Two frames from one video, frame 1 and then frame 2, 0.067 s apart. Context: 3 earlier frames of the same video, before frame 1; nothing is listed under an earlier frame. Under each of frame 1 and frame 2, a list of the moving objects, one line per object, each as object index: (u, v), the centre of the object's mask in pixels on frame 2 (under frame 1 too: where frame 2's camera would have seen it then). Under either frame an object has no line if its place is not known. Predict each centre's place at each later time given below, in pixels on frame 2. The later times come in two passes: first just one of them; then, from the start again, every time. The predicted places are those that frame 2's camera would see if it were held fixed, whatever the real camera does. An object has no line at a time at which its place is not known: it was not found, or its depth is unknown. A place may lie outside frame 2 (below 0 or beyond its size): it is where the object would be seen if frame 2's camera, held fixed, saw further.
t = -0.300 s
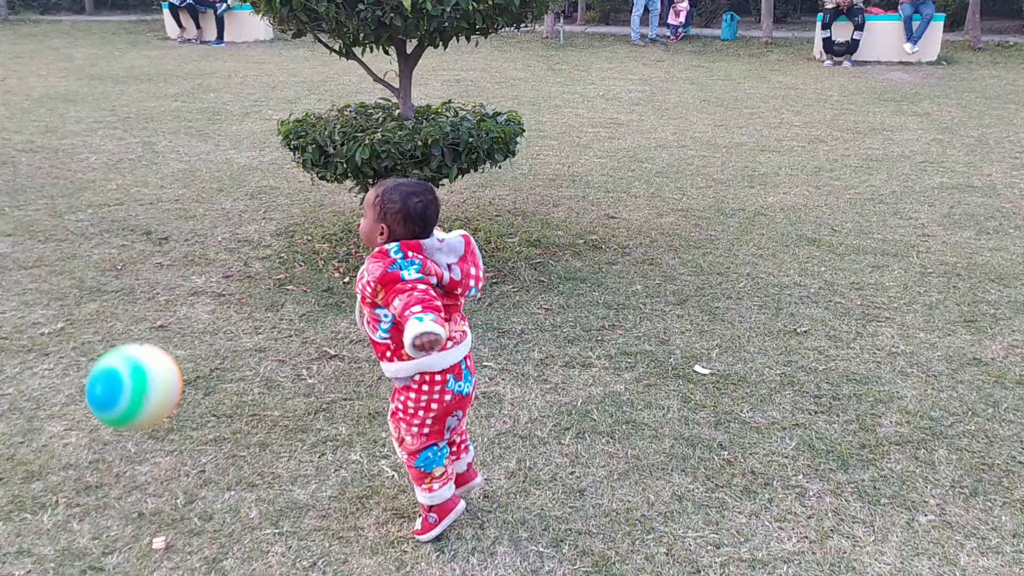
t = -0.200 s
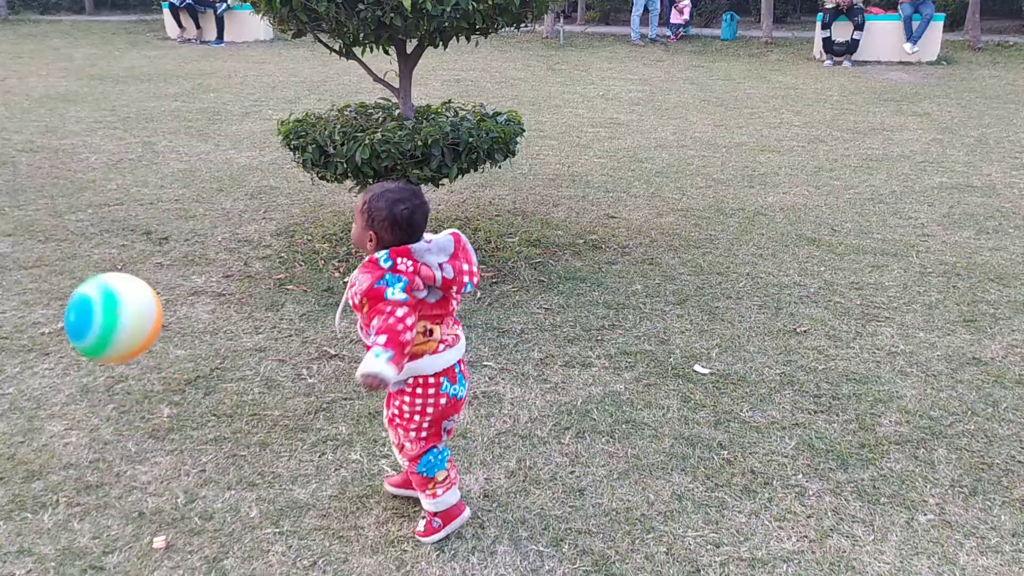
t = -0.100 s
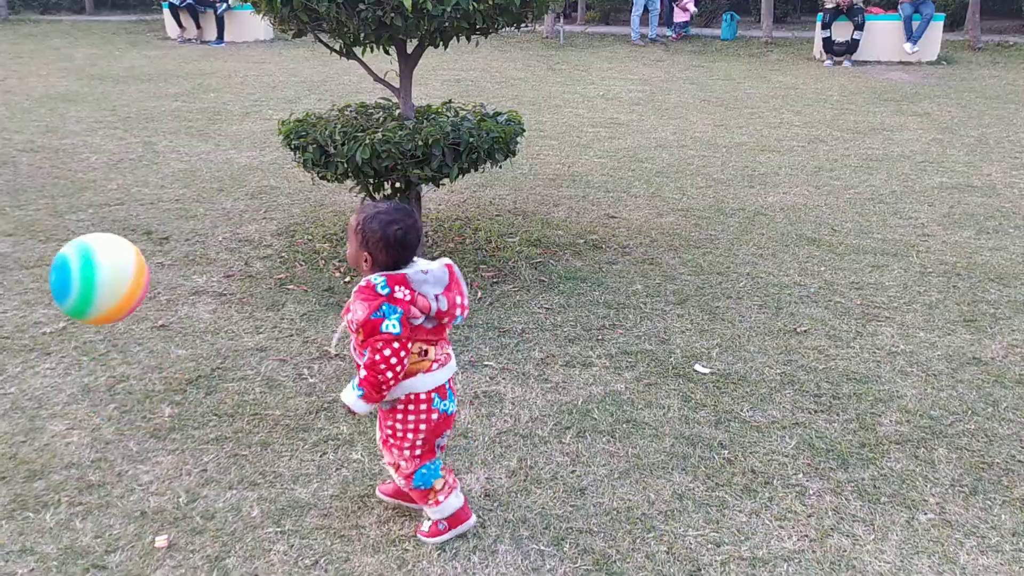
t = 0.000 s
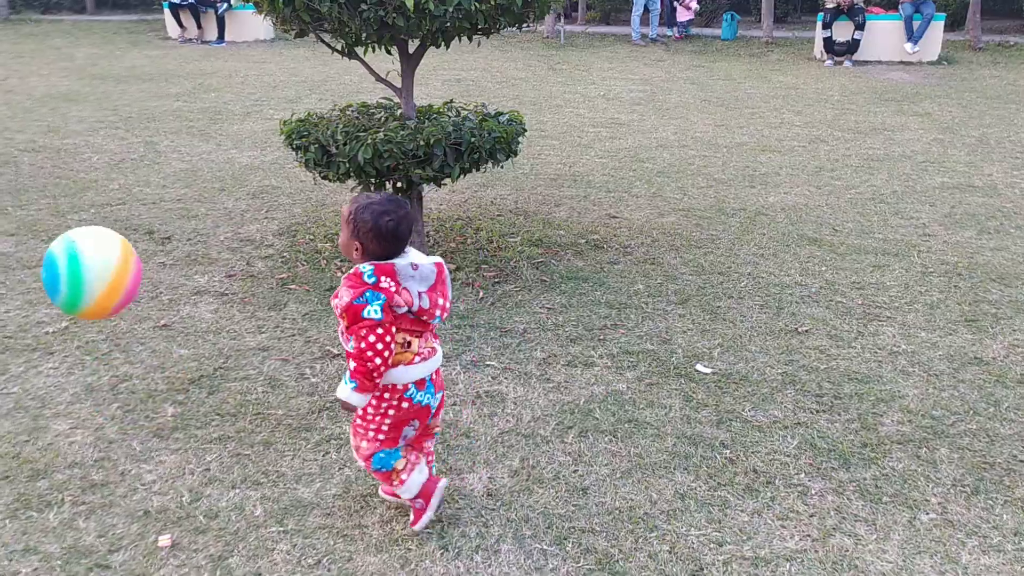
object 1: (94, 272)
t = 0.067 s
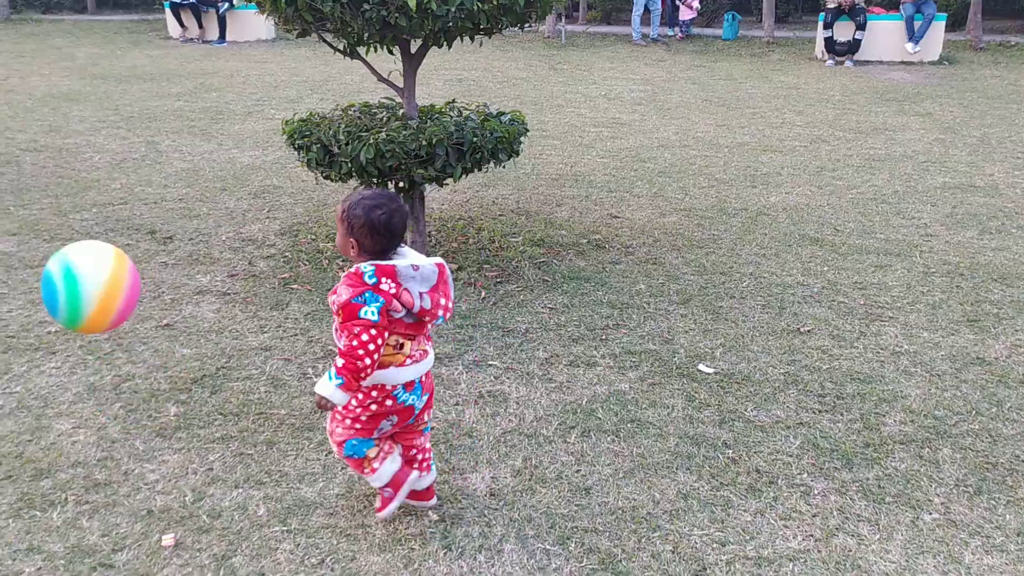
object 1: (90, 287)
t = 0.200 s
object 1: (88, 360)
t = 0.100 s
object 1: (89, 300)
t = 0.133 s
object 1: (88, 317)
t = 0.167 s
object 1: (88, 337)
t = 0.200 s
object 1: (88, 360)
